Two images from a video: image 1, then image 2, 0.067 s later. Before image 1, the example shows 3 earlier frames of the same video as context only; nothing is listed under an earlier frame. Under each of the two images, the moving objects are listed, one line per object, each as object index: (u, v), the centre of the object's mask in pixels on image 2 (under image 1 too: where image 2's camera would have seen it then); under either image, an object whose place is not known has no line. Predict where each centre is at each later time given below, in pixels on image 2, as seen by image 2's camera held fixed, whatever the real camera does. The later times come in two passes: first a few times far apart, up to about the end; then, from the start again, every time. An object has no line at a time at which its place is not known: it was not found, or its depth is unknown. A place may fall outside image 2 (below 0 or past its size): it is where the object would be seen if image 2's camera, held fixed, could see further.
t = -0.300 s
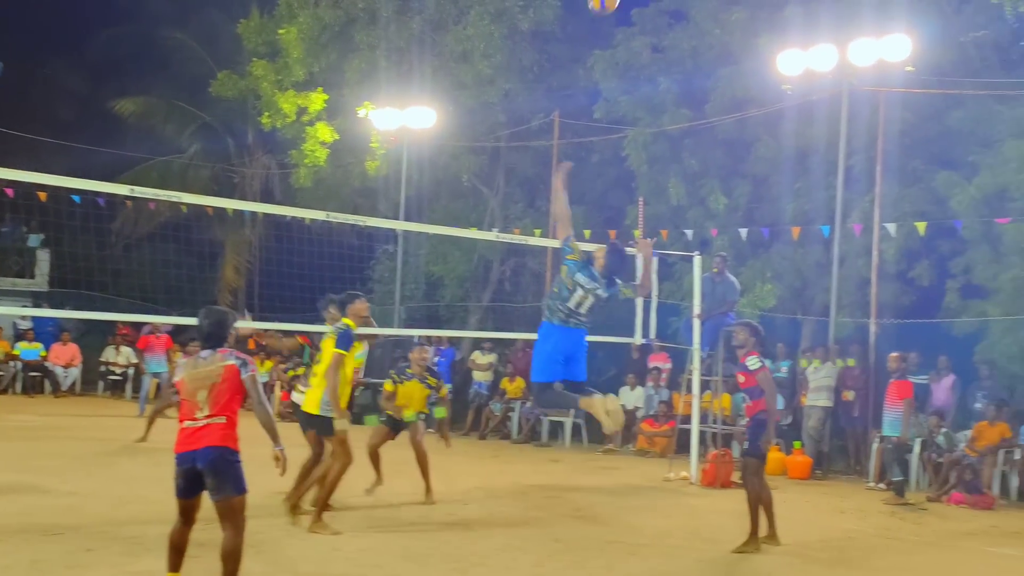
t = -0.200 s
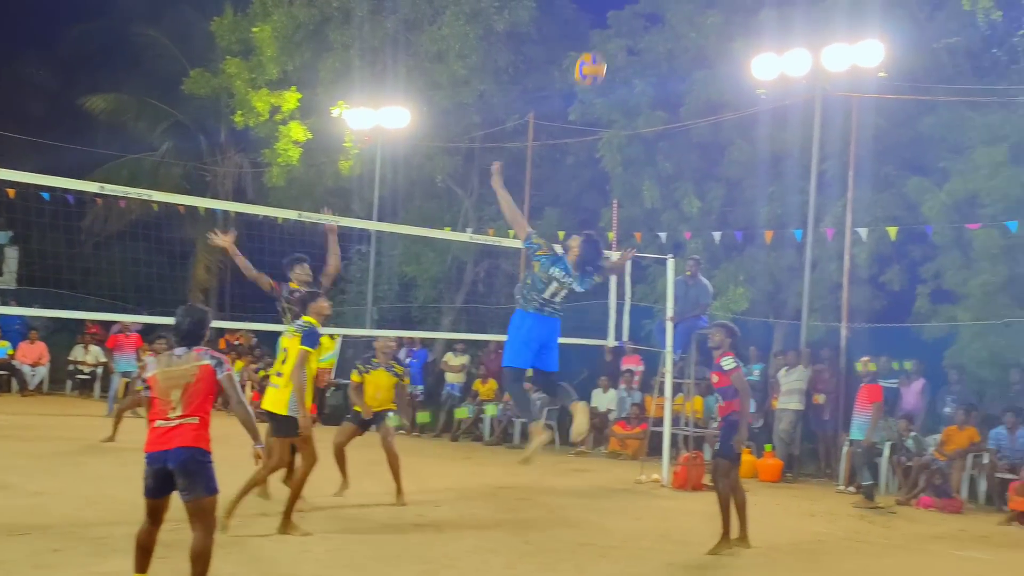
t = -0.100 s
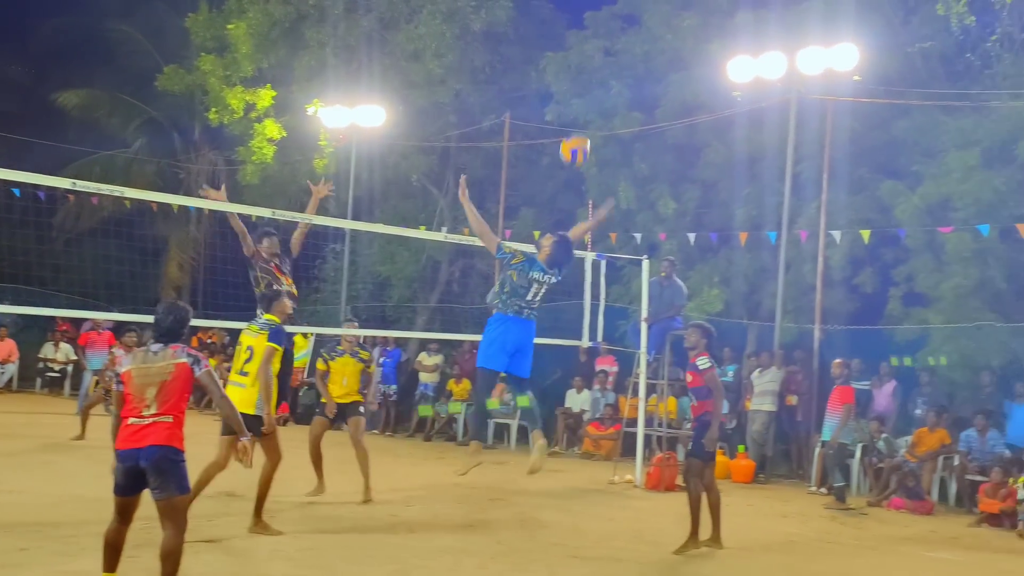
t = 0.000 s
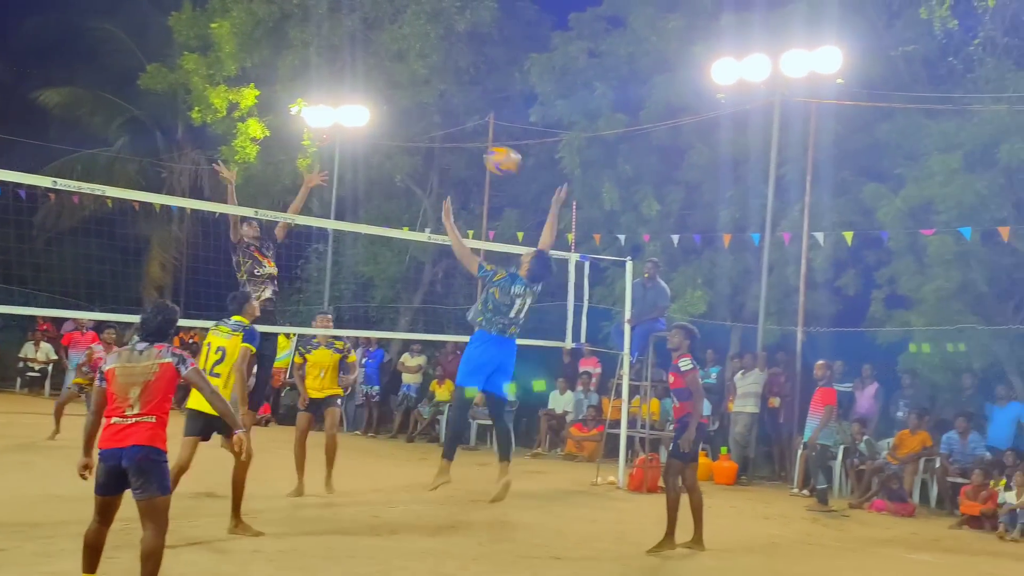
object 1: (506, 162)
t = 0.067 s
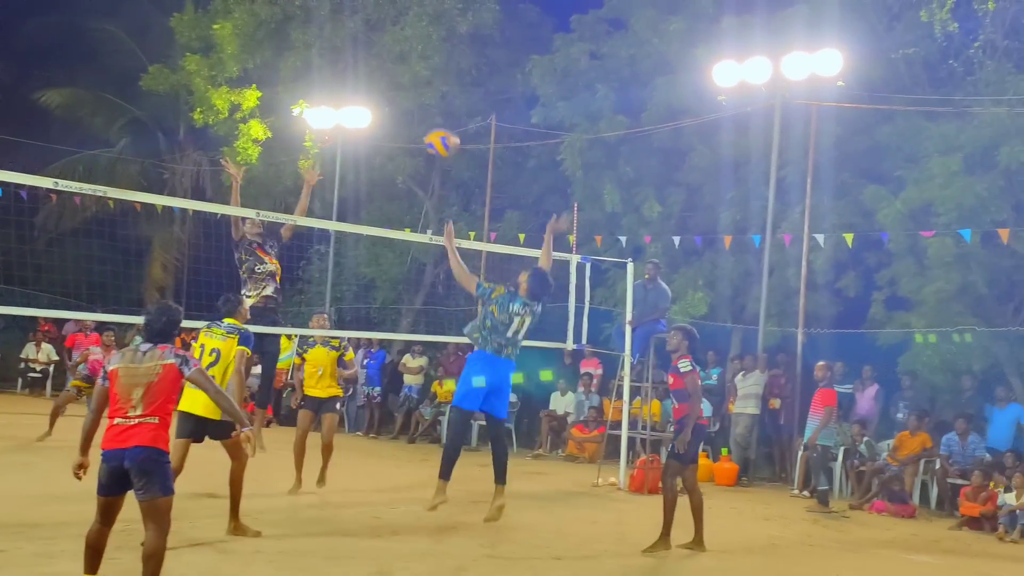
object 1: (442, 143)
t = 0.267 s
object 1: (268, 125)
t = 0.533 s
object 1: (67, 174)
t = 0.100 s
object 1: (412, 136)
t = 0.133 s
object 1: (383, 131)
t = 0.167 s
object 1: (352, 129)
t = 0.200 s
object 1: (324, 125)
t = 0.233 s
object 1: (294, 124)
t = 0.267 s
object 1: (268, 125)
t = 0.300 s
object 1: (240, 128)
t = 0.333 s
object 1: (215, 131)
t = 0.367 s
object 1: (189, 135)
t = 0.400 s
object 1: (163, 142)
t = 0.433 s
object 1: (137, 149)
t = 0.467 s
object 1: (113, 159)
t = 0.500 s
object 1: (90, 168)
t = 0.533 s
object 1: (67, 174)
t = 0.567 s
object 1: (38, 195)
